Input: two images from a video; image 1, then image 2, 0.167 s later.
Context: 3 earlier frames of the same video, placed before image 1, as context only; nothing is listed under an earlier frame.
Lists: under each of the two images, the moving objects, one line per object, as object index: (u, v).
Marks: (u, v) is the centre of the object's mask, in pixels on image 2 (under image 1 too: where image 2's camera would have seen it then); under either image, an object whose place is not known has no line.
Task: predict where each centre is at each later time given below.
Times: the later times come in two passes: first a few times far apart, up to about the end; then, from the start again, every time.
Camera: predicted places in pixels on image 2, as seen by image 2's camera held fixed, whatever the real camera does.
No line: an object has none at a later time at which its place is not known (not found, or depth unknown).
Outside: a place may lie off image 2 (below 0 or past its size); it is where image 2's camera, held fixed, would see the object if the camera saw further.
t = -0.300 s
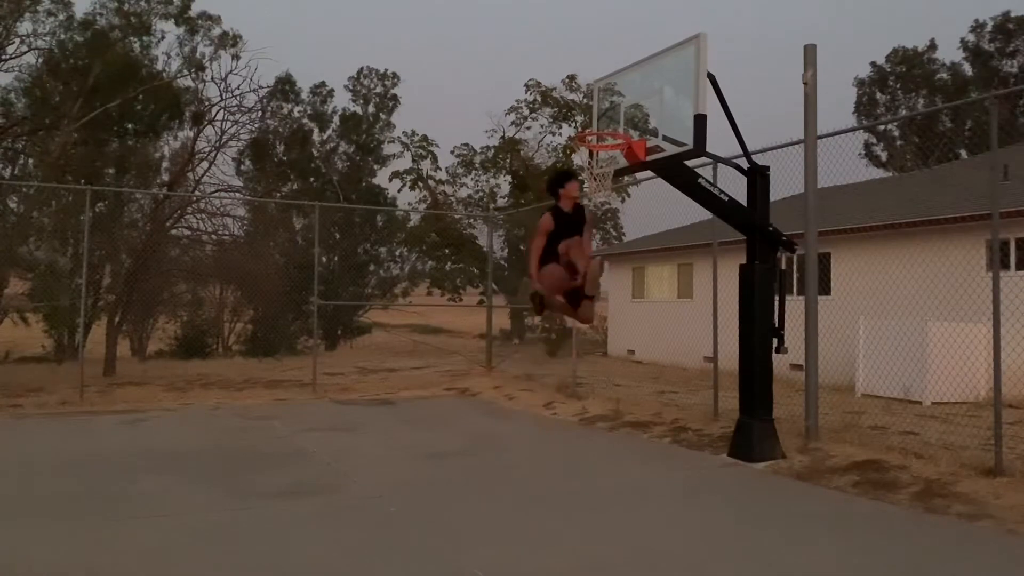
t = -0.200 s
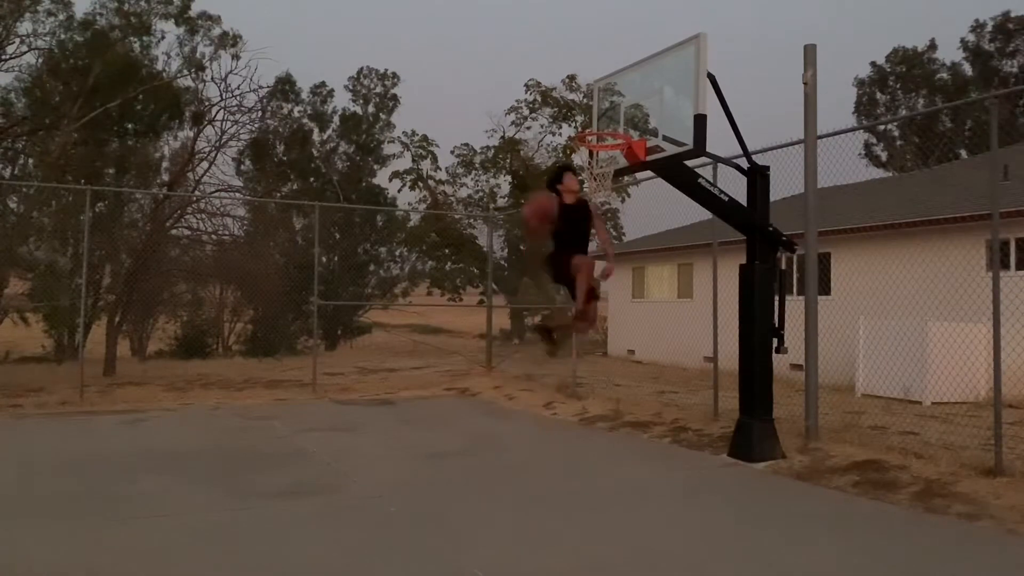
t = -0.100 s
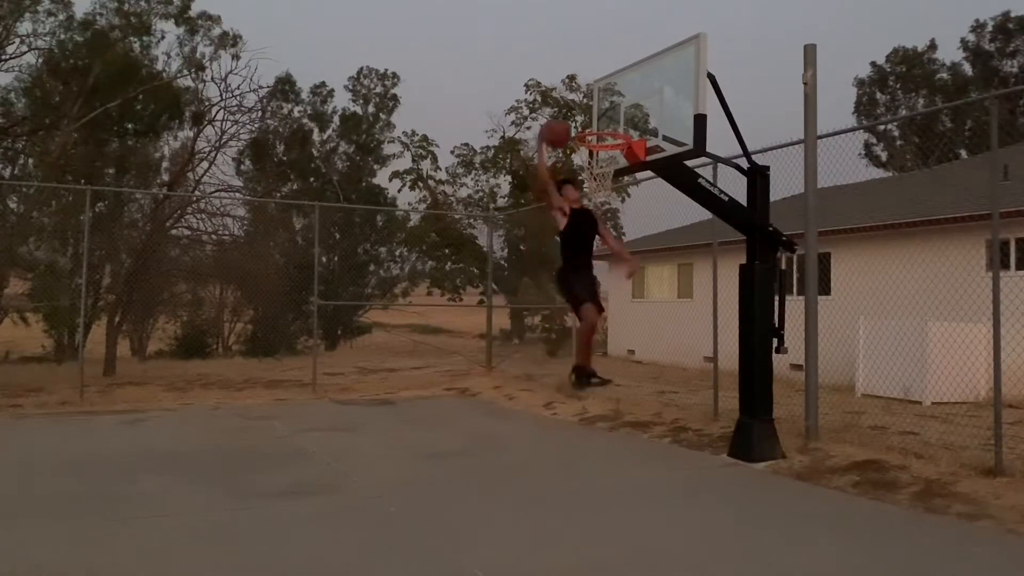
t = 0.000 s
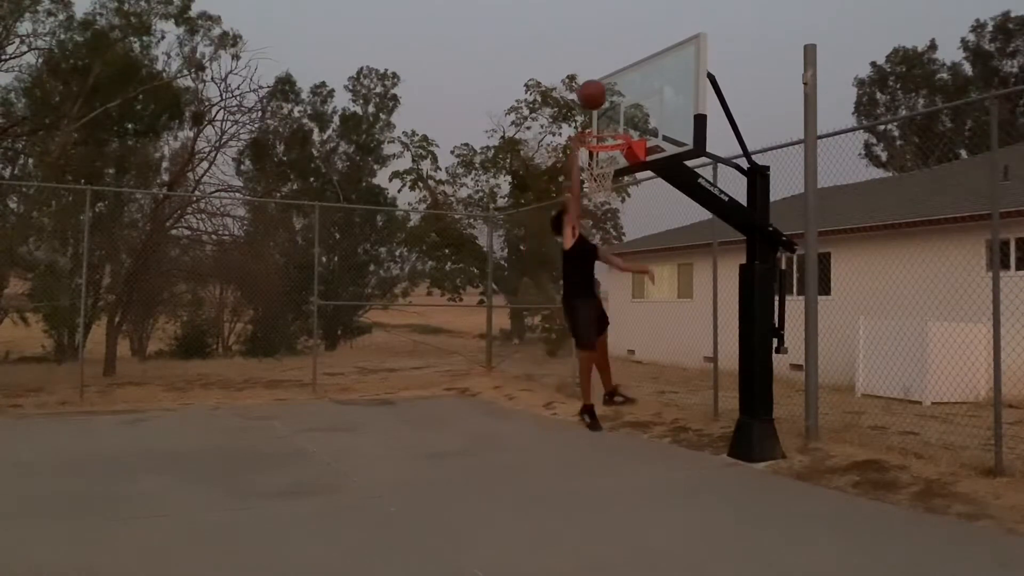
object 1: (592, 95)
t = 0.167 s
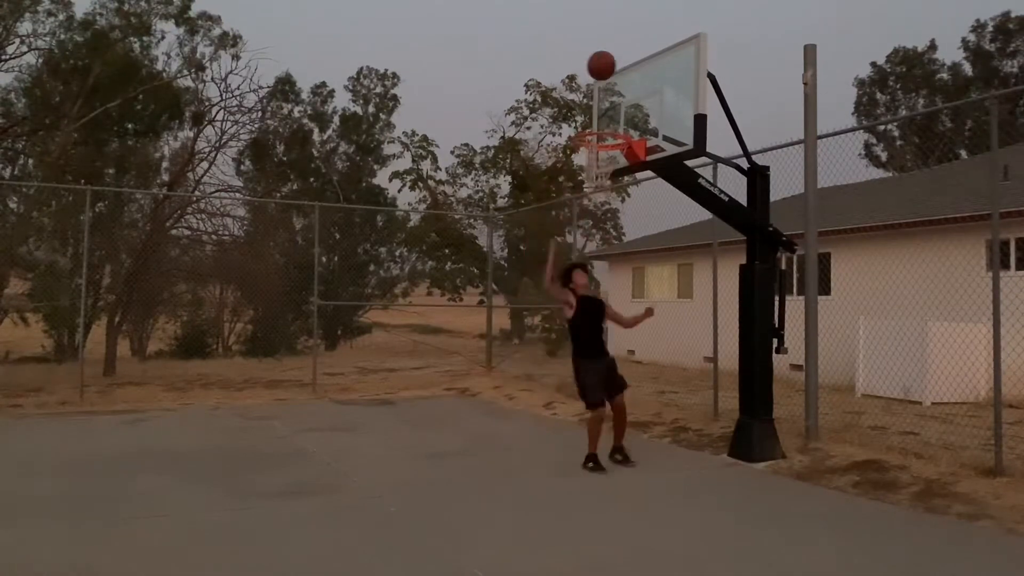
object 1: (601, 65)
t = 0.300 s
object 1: (551, 67)
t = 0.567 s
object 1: (451, 133)
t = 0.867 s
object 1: (335, 306)
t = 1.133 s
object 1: (252, 386)
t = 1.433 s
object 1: (204, 223)
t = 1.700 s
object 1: (167, 175)
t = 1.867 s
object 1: (143, 182)
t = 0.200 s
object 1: (589, 64)
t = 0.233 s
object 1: (576, 63)
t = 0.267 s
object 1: (564, 65)
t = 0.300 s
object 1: (551, 67)
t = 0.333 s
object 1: (539, 71)
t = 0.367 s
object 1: (526, 76)
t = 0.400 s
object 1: (514, 82)
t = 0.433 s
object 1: (501, 89)
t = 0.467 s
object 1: (488, 98)
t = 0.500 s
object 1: (476, 108)
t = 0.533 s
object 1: (463, 120)
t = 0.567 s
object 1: (451, 133)
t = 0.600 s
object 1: (439, 147)
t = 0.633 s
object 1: (426, 163)
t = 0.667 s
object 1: (412, 180)
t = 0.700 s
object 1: (400, 197)
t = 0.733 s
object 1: (389, 217)
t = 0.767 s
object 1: (375, 237)
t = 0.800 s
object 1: (362, 258)
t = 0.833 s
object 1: (348, 283)
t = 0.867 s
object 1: (335, 306)
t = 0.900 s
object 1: (324, 335)
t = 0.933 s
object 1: (309, 363)
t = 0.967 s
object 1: (296, 394)
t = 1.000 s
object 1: (283, 425)
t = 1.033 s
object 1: (269, 458)
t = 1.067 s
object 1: (263, 441)
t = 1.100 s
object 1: (257, 413)
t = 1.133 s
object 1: (252, 386)
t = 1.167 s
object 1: (245, 362)
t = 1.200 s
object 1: (241, 340)
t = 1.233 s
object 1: (237, 320)
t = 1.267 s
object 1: (229, 300)
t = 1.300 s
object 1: (225, 280)
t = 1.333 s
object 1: (221, 264)
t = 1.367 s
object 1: (216, 249)
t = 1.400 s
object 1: (210, 235)
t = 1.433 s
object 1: (204, 223)
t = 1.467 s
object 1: (199, 212)
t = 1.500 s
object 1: (195, 202)
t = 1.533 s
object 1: (191, 194)
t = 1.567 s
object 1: (183, 186)
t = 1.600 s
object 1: (180, 182)
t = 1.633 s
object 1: (175, 178)
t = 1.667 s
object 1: (172, 176)
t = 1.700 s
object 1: (167, 175)
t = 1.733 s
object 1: (164, 174)
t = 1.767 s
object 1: (159, 175)
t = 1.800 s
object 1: (153, 174)
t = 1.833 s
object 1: (148, 179)
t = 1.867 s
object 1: (143, 182)
